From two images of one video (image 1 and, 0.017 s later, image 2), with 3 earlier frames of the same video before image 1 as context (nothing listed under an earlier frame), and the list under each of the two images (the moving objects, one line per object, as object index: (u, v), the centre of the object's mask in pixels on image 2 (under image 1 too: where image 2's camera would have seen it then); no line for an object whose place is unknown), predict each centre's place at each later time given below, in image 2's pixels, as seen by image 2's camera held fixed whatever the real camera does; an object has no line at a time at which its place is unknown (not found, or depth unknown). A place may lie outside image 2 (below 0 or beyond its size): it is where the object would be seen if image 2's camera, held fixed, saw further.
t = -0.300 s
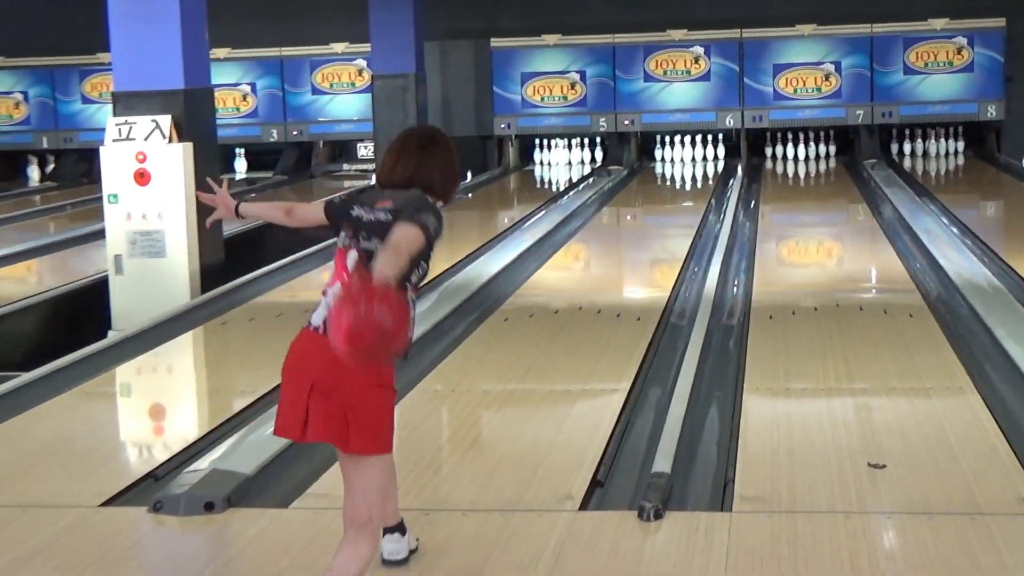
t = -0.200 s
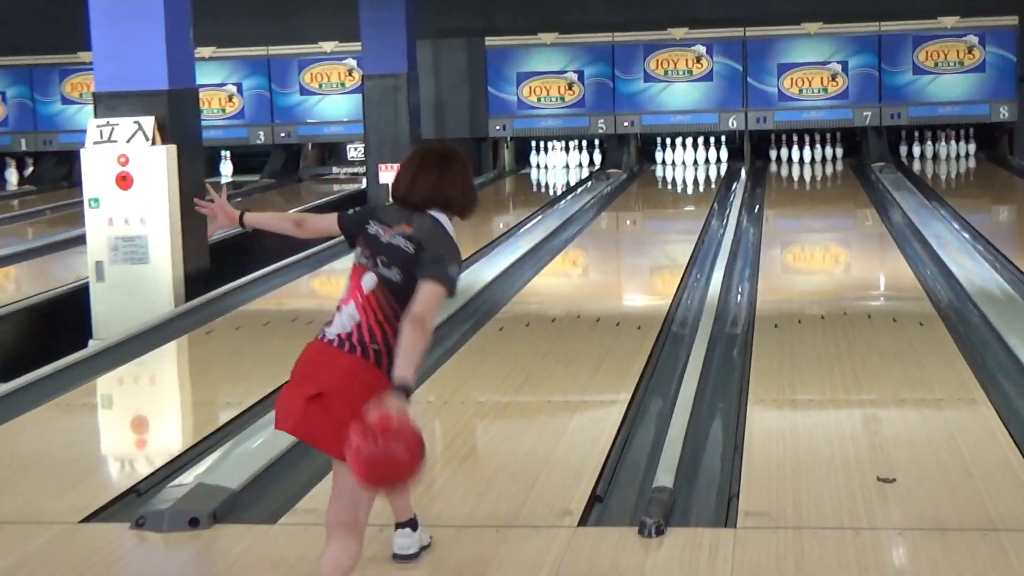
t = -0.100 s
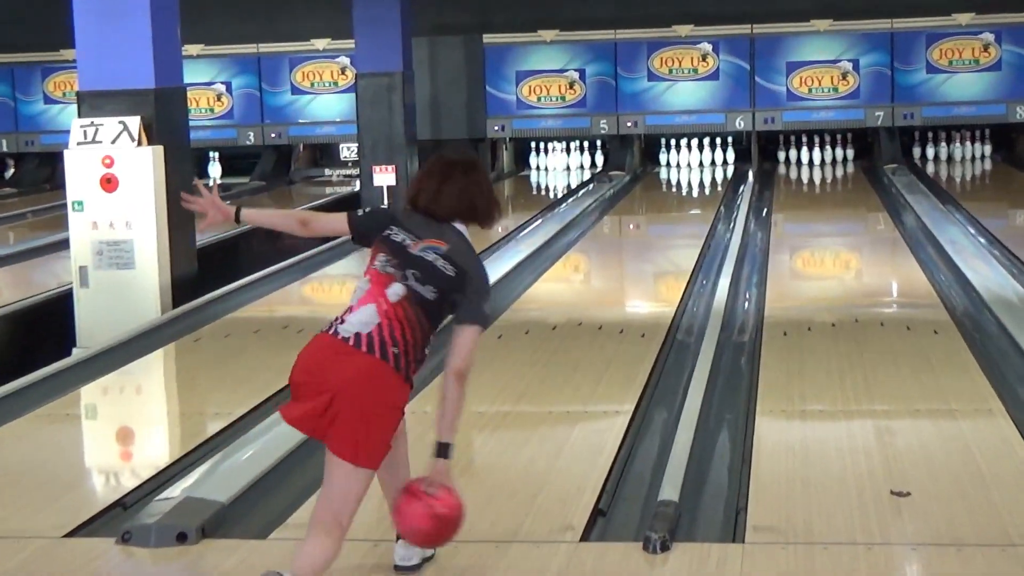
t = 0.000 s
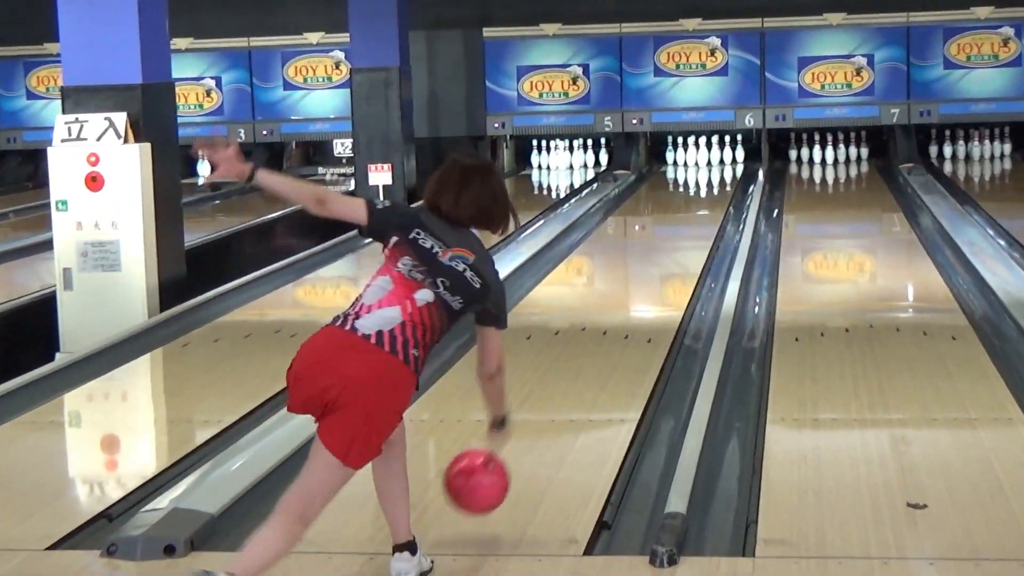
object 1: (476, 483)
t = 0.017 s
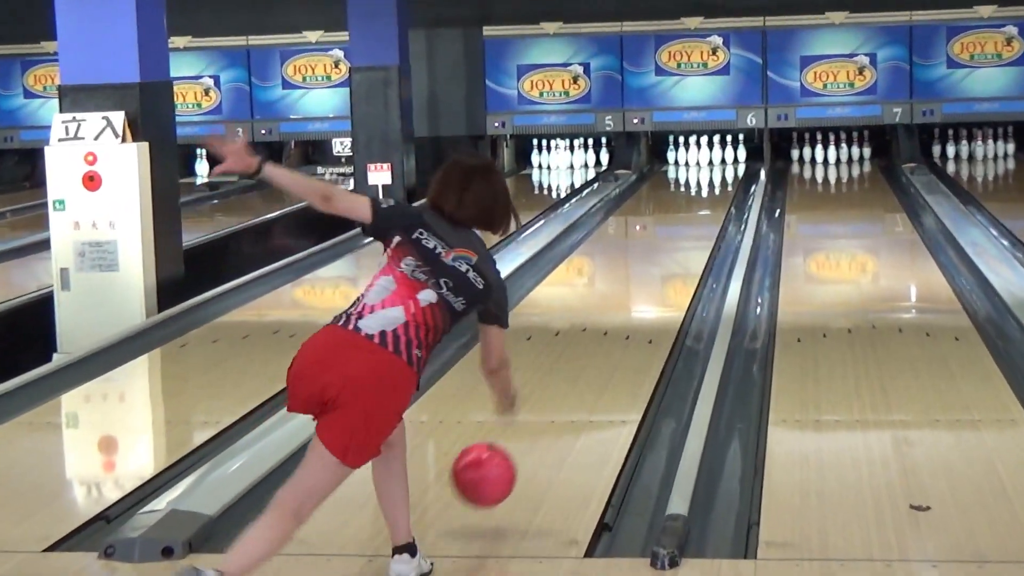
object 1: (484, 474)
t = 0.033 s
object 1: (491, 466)
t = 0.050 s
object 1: (498, 460)
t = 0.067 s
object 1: (504, 455)
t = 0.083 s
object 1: (510, 451)
